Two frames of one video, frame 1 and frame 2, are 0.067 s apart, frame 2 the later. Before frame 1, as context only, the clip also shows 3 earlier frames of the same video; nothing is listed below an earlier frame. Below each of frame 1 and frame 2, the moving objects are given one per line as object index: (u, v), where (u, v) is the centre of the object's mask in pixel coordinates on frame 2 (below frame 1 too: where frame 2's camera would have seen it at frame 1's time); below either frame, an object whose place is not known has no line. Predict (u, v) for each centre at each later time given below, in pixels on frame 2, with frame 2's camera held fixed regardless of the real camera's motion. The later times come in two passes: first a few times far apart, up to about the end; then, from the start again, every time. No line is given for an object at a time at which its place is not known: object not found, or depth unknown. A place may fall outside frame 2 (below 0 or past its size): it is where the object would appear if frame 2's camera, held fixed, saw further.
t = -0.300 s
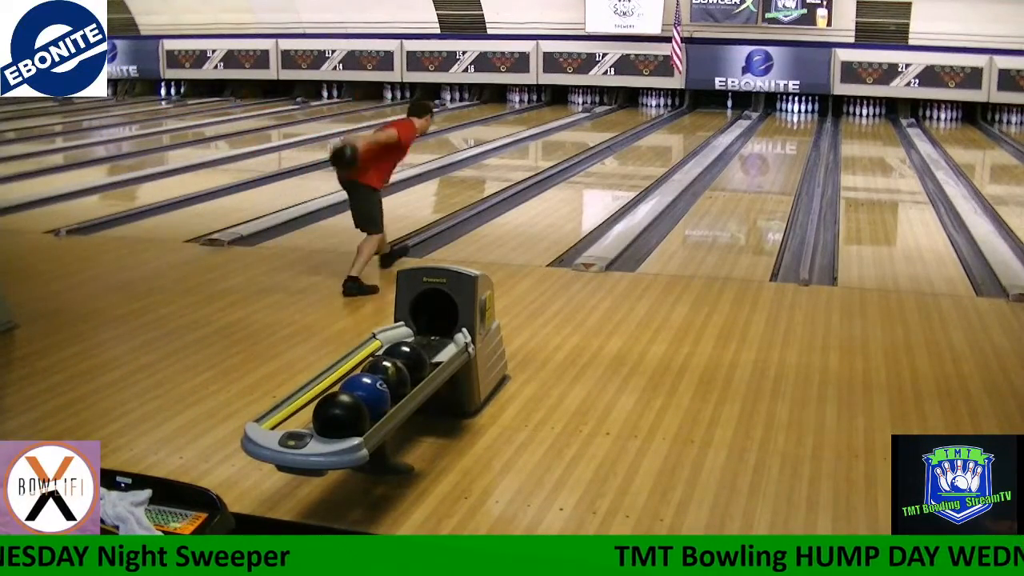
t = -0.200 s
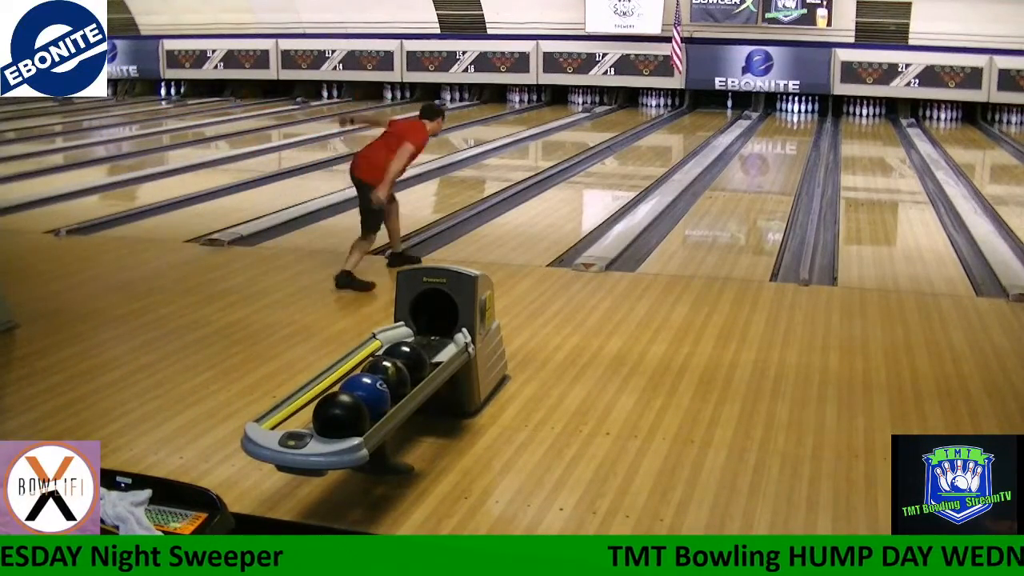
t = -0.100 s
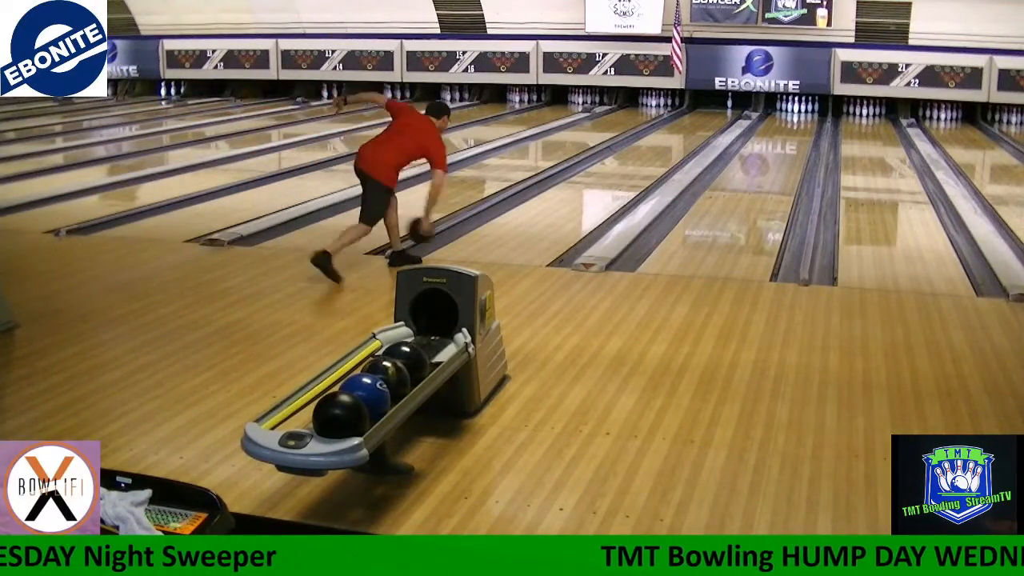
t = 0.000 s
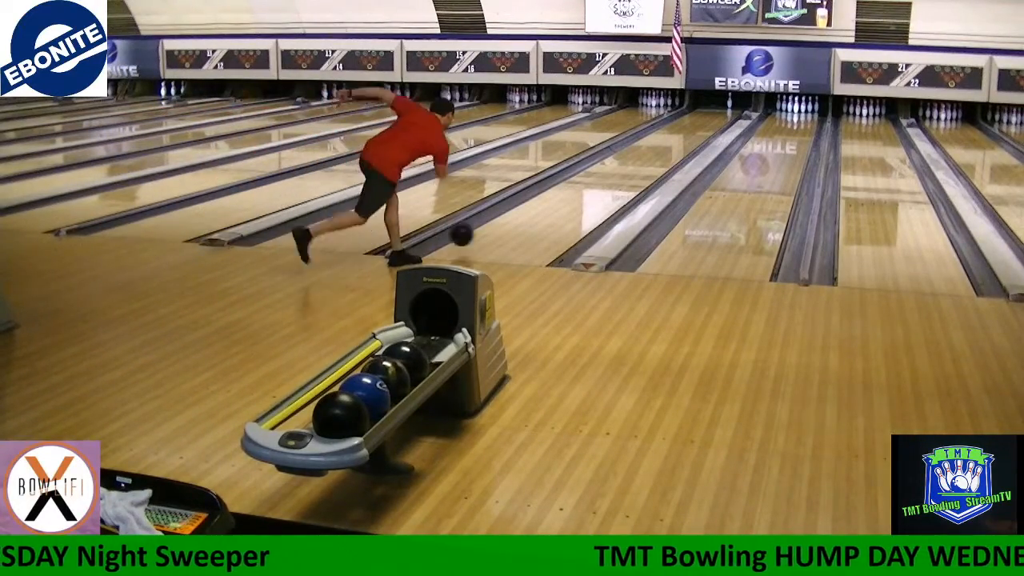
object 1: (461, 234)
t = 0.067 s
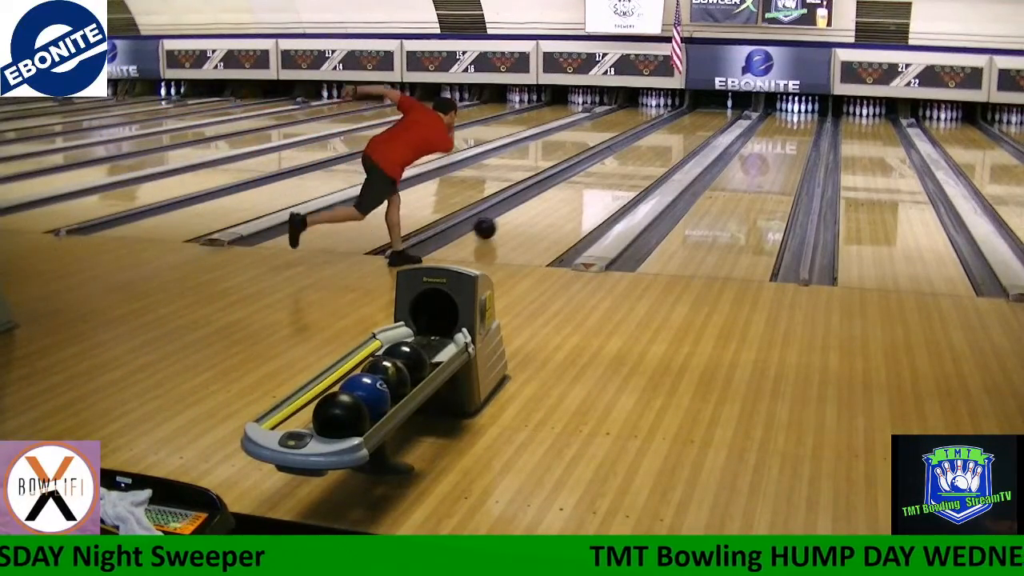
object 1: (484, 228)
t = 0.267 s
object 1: (542, 202)
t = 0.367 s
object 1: (565, 192)
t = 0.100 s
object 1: (495, 223)
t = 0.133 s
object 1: (505, 219)
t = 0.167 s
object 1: (515, 215)
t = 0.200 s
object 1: (524, 211)
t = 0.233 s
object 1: (533, 207)
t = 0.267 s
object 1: (542, 202)
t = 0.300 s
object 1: (550, 199)
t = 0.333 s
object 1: (558, 195)
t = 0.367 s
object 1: (565, 192)
